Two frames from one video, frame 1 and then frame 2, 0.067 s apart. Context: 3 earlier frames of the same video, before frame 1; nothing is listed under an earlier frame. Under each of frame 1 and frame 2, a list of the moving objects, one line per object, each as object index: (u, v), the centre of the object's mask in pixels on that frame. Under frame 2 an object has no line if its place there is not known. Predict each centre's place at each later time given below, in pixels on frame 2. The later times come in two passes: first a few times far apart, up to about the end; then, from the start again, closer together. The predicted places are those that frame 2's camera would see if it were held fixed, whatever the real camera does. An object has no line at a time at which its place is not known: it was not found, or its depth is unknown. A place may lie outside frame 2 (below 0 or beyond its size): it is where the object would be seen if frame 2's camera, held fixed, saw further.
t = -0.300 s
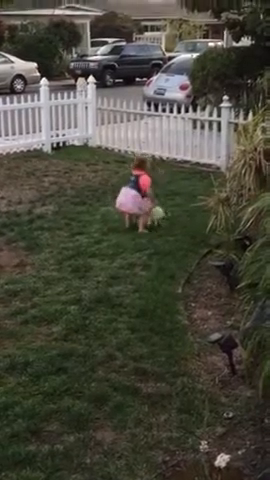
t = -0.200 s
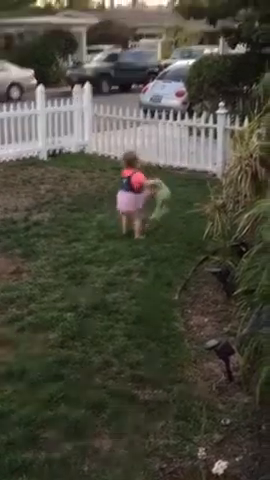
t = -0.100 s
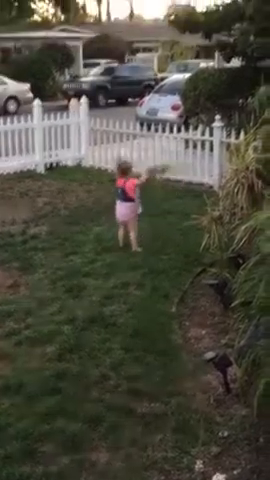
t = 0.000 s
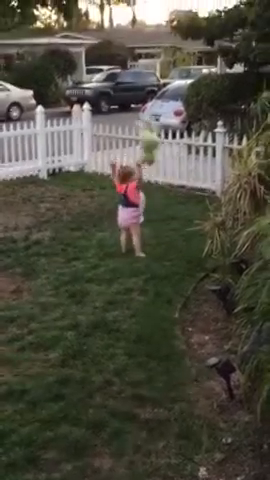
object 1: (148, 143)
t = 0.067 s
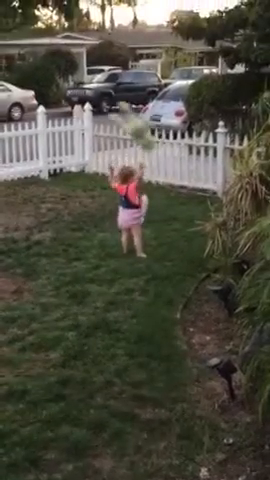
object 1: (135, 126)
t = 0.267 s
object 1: (106, 115)
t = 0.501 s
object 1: (66, 168)
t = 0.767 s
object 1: (29, 262)
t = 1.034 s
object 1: (20, 260)
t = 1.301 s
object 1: (22, 263)
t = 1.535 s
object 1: (22, 263)
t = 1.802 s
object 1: (22, 263)
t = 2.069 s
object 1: (22, 263)
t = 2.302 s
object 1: (22, 263)
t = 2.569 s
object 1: (22, 263)
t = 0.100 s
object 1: (131, 124)
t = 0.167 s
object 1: (124, 119)
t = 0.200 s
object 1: (115, 120)
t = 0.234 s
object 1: (109, 118)
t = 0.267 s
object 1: (106, 115)
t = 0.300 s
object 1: (100, 118)
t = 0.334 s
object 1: (96, 134)
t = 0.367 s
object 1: (90, 136)
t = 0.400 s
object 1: (86, 144)
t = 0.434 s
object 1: (82, 152)
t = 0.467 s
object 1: (76, 160)
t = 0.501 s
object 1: (66, 168)
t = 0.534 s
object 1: (59, 174)
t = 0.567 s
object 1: (56, 187)
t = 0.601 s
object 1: (52, 199)
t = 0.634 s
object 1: (47, 214)
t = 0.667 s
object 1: (42, 230)
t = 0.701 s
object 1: (37, 245)
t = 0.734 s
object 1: (30, 256)
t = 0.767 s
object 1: (29, 262)
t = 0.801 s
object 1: (29, 260)
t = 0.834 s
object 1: (29, 258)
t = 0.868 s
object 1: (28, 257)
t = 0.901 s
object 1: (25, 256)
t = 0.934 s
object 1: (23, 256)
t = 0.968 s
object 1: (22, 257)
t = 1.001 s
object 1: (21, 259)
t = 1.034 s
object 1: (20, 260)
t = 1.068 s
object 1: (20, 260)
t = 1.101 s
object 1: (19, 261)
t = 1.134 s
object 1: (19, 261)
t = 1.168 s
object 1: (19, 261)
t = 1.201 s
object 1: (21, 263)
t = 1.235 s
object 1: (22, 263)
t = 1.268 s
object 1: (23, 263)
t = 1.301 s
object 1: (22, 263)
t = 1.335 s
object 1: (22, 263)
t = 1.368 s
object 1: (22, 263)
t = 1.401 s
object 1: (22, 263)
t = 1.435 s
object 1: (22, 263)
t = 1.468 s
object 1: (22, 263)
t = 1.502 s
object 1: (22, 263)
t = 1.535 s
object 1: (22, 263)
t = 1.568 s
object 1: (22, 263)
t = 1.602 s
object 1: (23, 263)
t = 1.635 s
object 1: (22, 263)
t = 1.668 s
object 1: (22, 263)
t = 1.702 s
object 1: (23, 263)
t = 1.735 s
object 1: (22, 263)
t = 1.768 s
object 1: (22, 263)
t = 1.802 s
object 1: (22, 263)
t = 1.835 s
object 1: (23, 263)
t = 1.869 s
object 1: (22, 263)
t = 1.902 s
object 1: (22, 263)
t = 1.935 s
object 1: (22, 263)
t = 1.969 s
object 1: (22, 263)
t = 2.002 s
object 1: (22, 263)
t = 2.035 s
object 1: (22, 263)
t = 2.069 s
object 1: (22, 263)
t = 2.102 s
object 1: (22, 263)
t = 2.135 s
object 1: (22, 263)
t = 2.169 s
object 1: (22, 263)
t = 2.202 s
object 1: (22, 263)
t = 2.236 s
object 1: (22, 263)
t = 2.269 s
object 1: (22, 263)
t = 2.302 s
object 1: (22, 263)
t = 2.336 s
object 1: (22, 263)
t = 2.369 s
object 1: (22, 263)
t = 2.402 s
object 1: (22, 263)
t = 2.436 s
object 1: (22, 263)
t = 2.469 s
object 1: (22, 263)
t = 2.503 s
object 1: (22, 263)
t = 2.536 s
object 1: (22, 263)
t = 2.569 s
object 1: (22, 263)
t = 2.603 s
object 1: (22, 263)
